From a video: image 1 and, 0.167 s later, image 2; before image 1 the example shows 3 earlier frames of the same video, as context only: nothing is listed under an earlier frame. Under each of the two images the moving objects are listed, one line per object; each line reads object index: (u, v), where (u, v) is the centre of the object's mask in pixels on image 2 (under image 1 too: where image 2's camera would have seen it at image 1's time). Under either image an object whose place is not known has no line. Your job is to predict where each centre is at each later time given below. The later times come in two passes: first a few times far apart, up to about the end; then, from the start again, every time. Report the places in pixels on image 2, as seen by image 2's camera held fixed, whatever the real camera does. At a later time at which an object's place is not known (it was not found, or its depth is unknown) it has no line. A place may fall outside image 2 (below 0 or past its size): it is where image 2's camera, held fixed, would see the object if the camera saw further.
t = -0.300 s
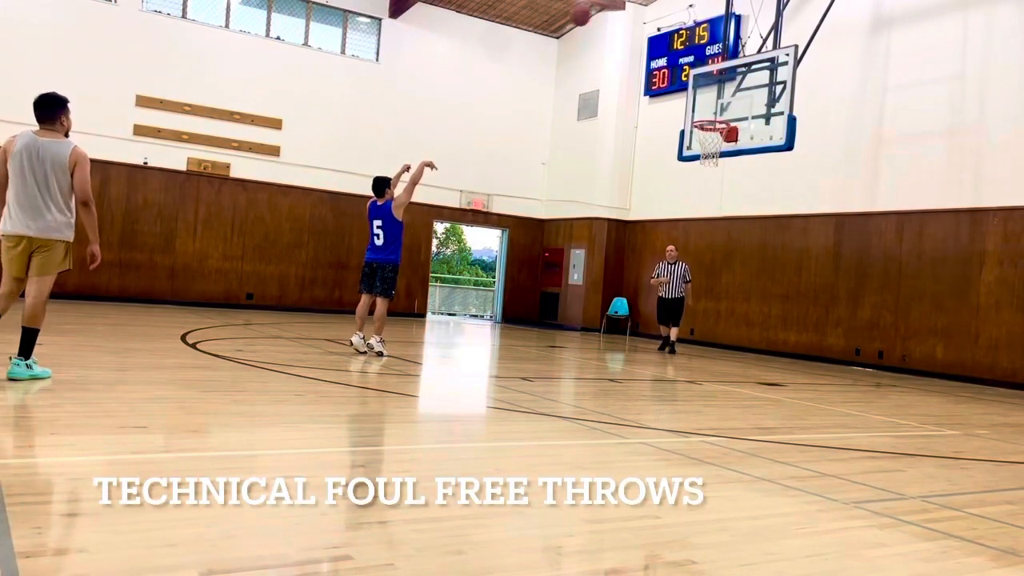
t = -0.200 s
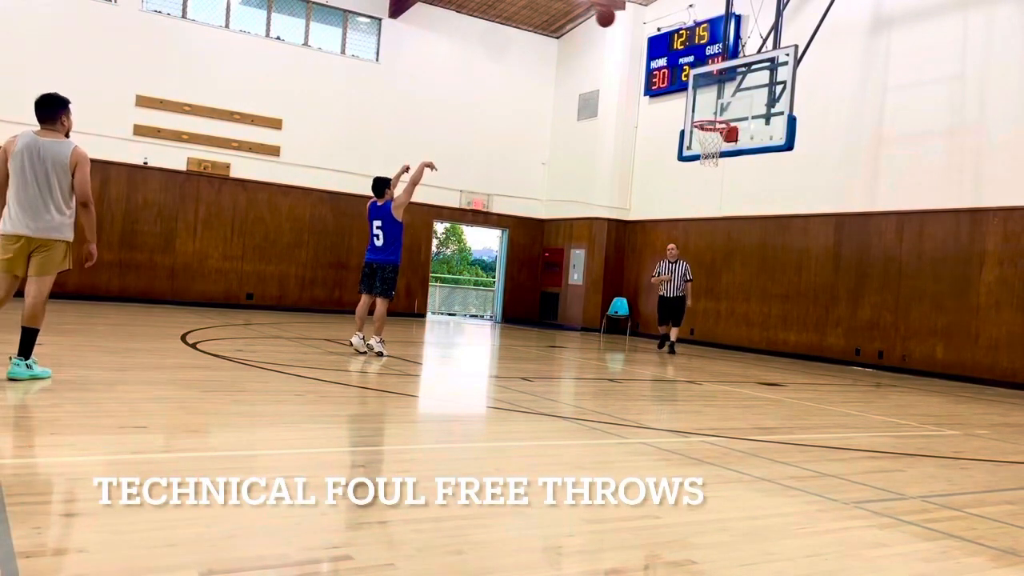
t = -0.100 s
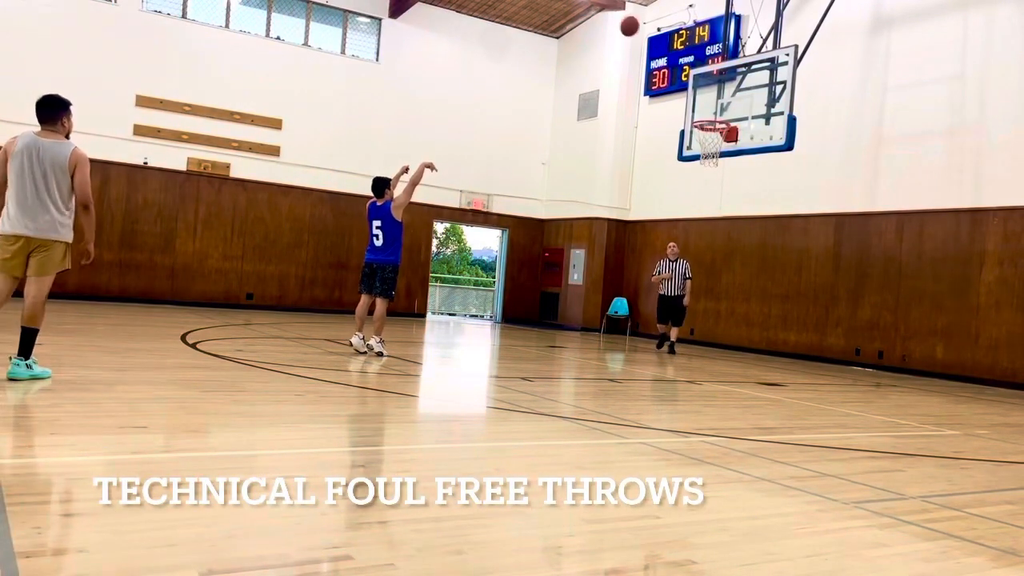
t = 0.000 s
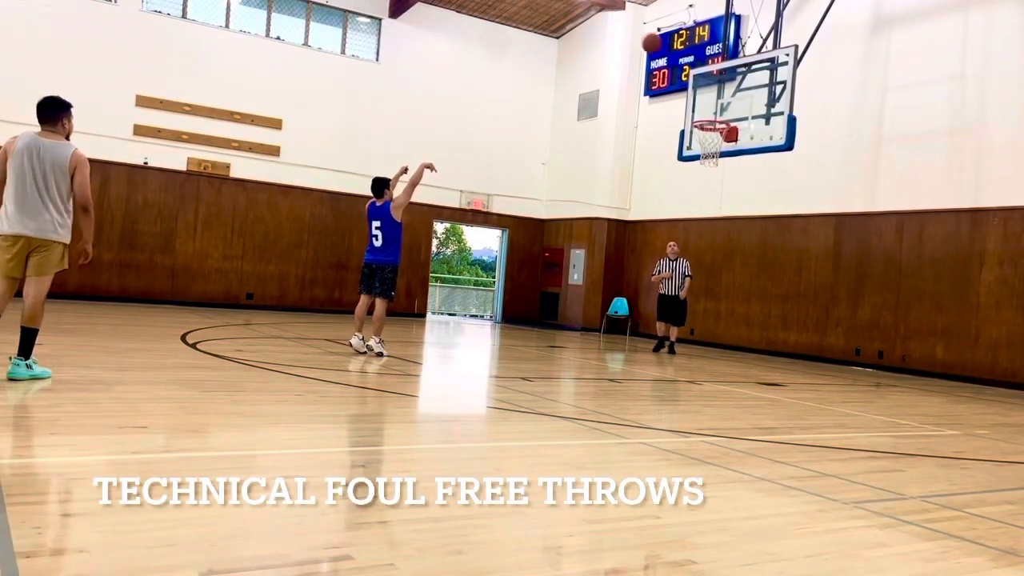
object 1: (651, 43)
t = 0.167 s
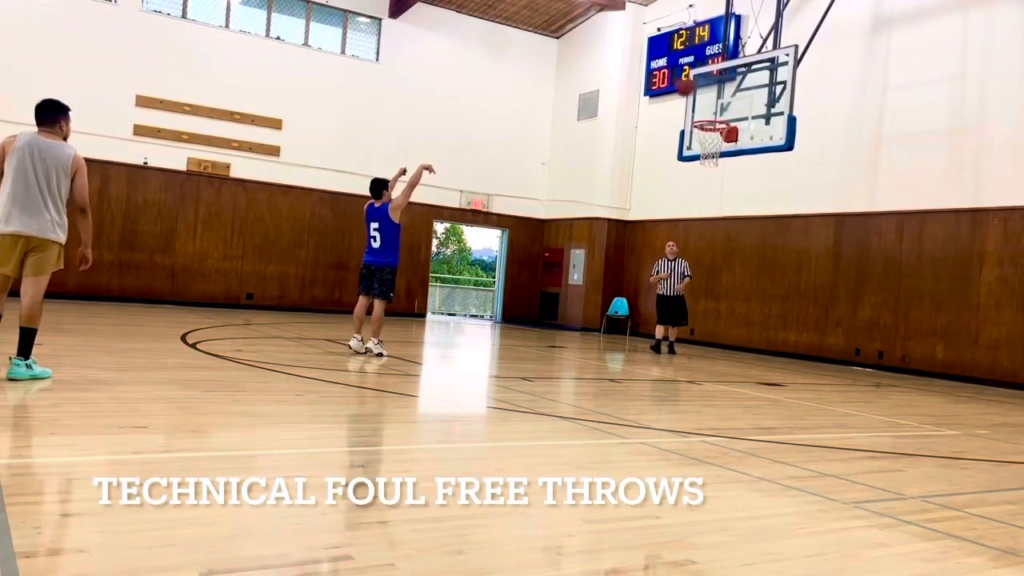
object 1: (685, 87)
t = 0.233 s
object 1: (697, 109)
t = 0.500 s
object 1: (701, 130)
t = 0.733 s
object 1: (706, 171)
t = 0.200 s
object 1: (691, 97)
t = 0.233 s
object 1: (697, 109)
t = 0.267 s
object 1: (703, 114)
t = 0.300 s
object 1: (708, 120)
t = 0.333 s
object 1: (713, 123)
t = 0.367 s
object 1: (719, 127)
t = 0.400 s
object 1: (714, 126)
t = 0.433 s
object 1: (709, 126)
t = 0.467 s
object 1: (704, 127)
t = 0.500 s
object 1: (701, 130)
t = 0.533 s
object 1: (702, 135)
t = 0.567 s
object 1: (702, 141)
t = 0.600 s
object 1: (703, 145)
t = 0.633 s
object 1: (704, 151)
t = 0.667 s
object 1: (705, 156)
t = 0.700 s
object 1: (705, 165)
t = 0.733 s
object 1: (706, 171)
